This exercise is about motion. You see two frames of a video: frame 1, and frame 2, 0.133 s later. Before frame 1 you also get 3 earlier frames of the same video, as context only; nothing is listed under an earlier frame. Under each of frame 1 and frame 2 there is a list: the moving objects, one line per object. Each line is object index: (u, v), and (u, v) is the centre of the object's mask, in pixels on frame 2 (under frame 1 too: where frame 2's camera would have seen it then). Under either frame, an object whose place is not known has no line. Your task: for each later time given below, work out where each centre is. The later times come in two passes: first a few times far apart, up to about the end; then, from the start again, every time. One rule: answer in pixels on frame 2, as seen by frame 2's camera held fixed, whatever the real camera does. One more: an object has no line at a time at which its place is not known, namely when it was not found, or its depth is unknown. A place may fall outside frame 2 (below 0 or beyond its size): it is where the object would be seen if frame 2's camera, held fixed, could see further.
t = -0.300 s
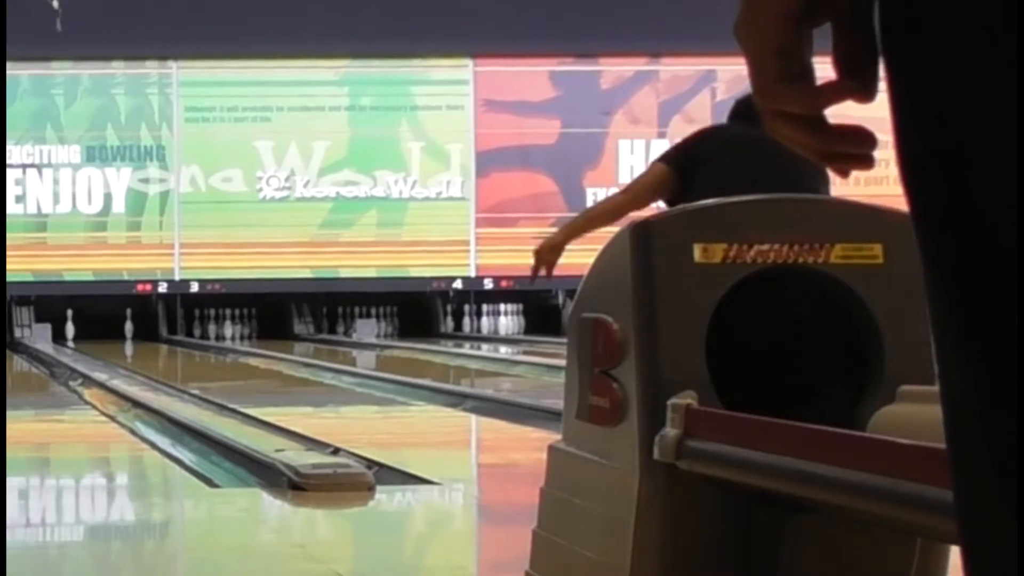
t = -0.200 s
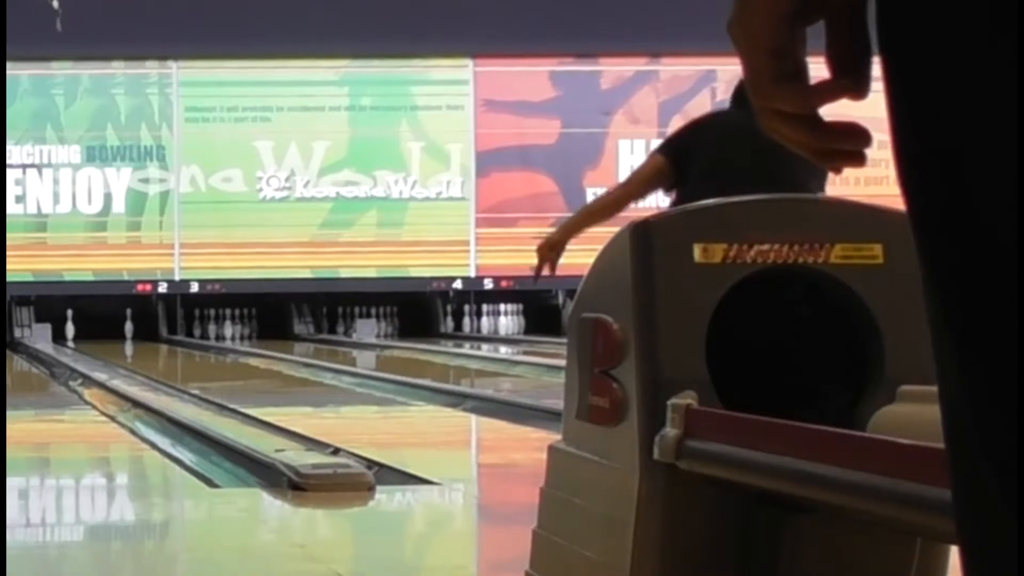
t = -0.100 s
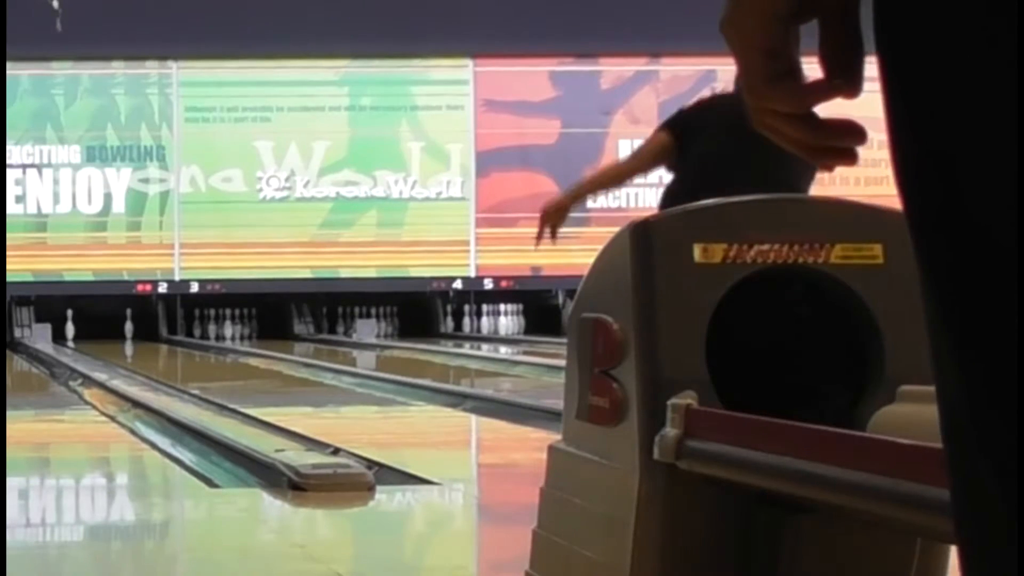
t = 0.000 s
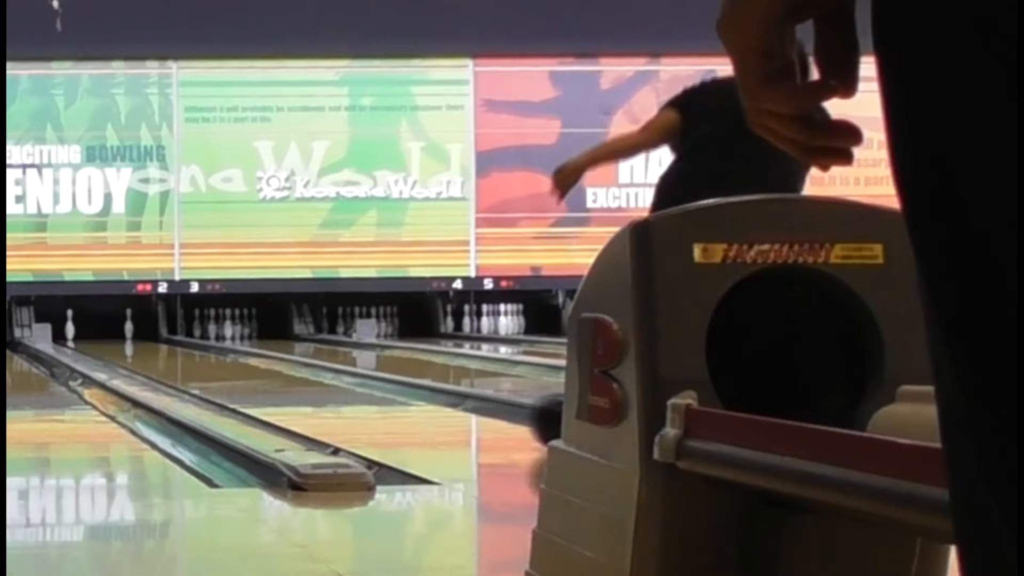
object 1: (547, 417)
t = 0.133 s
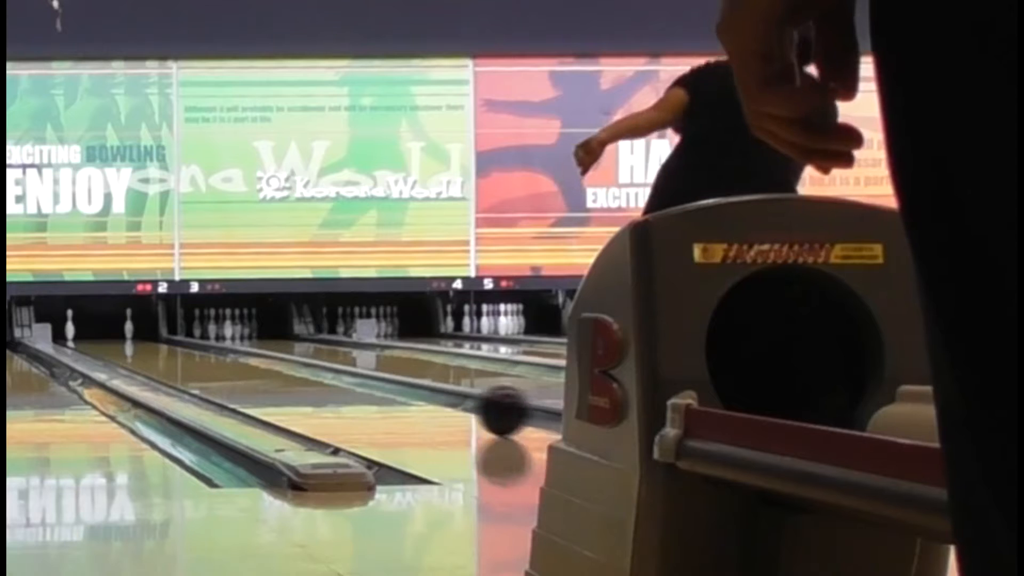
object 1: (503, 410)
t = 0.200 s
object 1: (479, 405)
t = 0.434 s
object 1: (408, 392)
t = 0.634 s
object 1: (359, 382)
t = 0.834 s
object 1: (319, 375)
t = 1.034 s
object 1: (285, 368)
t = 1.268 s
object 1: (251, 360)
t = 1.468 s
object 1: (227, 355)
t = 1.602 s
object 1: (212, 353)
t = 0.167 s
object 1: (491, 408)
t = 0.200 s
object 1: (479, 405)
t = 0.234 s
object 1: (468, 403)
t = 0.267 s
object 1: (457, 401)
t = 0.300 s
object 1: (445, 399)
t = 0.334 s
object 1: (436, 398)
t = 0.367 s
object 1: (426, 396)
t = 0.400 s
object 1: (416, 394)
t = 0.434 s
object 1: (408, 392)
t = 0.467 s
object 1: (398, 390)
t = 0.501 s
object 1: (390, 389)
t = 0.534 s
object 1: (382, 387)
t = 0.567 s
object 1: (374, 385)
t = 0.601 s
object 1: (366, 384)
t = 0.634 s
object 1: (359, 382)
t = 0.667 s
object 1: (351, 381)
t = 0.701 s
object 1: (344, 379)
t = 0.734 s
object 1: (338, 378)
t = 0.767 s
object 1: (332, 377)
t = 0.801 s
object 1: (325, 376)
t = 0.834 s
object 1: (319, 375)
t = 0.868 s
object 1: (312, 374)
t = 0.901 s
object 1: (307, 372)
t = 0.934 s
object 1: (302, 371)
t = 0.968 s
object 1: (296, 370)
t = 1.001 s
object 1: (290, 369)
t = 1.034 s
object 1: (285, 368)
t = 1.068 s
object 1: (280, 366)
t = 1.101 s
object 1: (275, 365)
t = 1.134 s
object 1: (270, 364)
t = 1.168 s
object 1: (265, 363)
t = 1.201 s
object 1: (261, 362)
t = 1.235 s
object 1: (256, 361)
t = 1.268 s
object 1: (251, 360)
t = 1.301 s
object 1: (247, 359)
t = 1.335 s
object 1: (243, 359)
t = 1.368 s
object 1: (239, 358)
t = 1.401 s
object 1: (235, 358)
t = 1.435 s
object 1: (231, 356)
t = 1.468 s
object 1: (227, 355)
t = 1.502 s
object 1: (223, 356)
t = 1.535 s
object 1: (220, 354)
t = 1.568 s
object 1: (217, 354)
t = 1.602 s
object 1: (212, 353)
